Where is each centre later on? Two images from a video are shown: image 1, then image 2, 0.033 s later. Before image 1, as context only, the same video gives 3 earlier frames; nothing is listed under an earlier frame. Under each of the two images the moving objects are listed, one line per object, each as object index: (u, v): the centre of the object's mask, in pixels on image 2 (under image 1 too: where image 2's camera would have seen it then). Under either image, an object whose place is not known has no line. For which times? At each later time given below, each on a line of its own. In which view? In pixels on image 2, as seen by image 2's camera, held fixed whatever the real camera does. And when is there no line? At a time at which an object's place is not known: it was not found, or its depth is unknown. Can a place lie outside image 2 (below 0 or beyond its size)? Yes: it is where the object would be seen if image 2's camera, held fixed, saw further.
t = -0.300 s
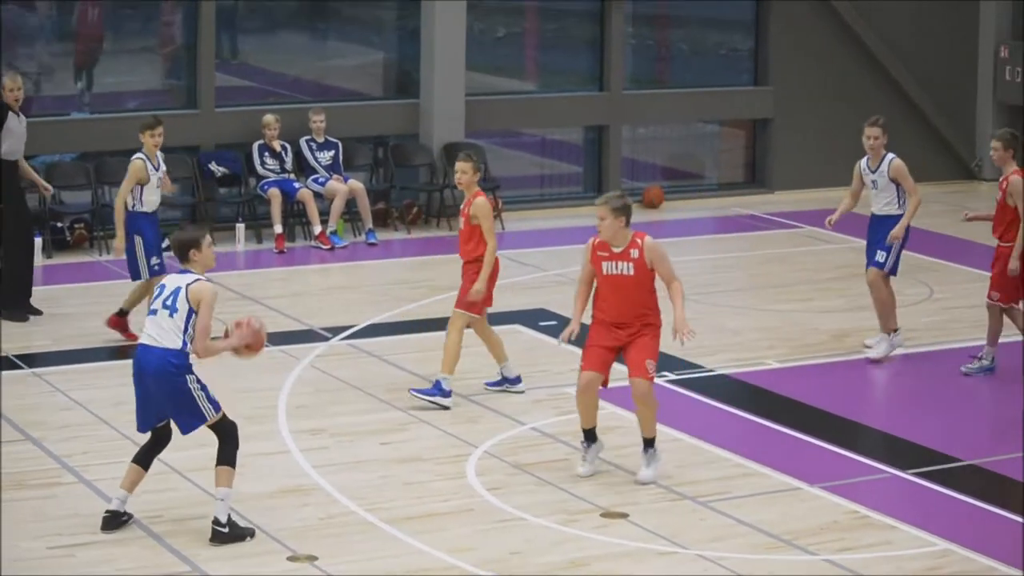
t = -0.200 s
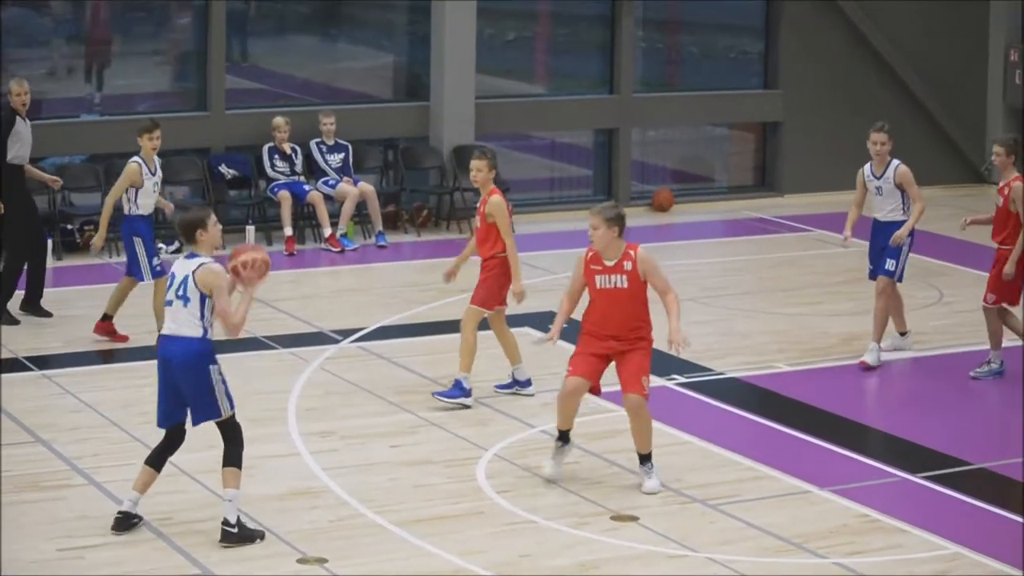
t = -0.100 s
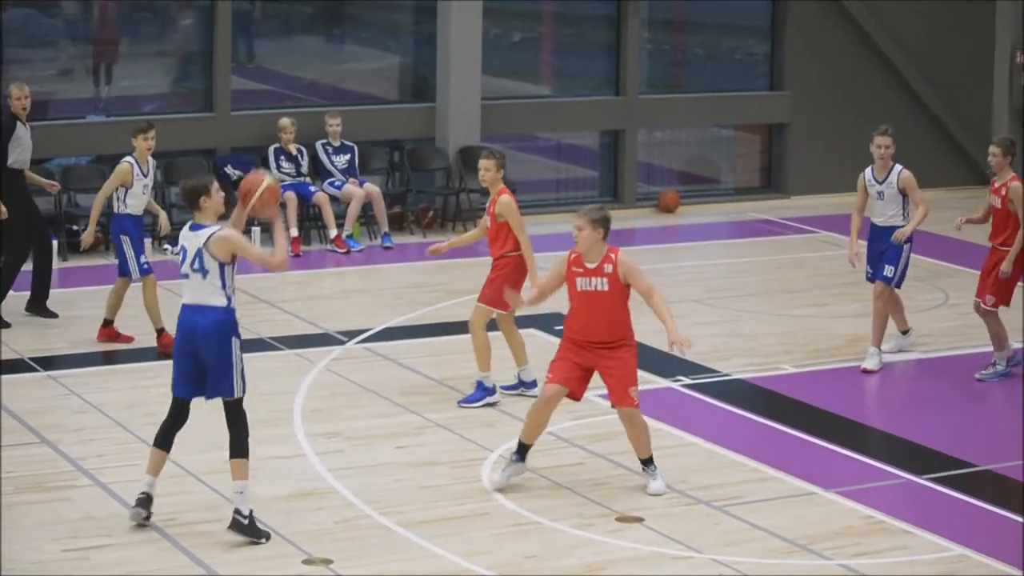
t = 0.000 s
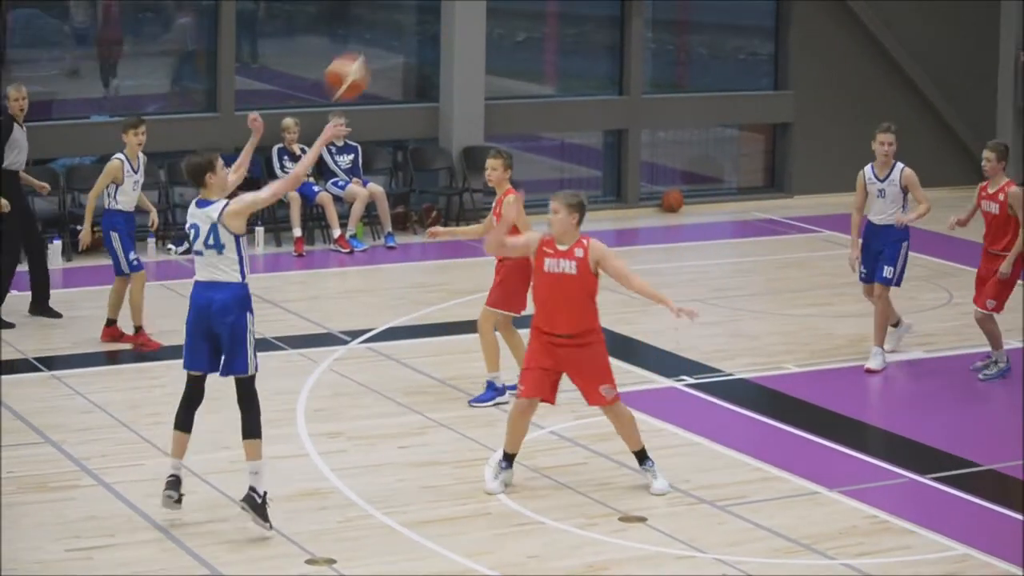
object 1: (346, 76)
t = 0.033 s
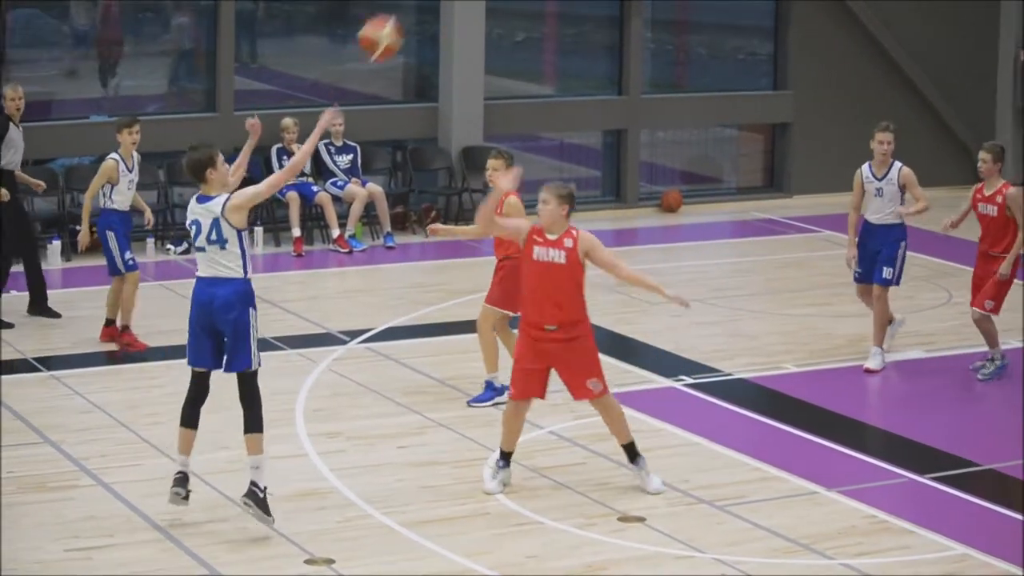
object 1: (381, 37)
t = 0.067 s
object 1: (413, 11)
